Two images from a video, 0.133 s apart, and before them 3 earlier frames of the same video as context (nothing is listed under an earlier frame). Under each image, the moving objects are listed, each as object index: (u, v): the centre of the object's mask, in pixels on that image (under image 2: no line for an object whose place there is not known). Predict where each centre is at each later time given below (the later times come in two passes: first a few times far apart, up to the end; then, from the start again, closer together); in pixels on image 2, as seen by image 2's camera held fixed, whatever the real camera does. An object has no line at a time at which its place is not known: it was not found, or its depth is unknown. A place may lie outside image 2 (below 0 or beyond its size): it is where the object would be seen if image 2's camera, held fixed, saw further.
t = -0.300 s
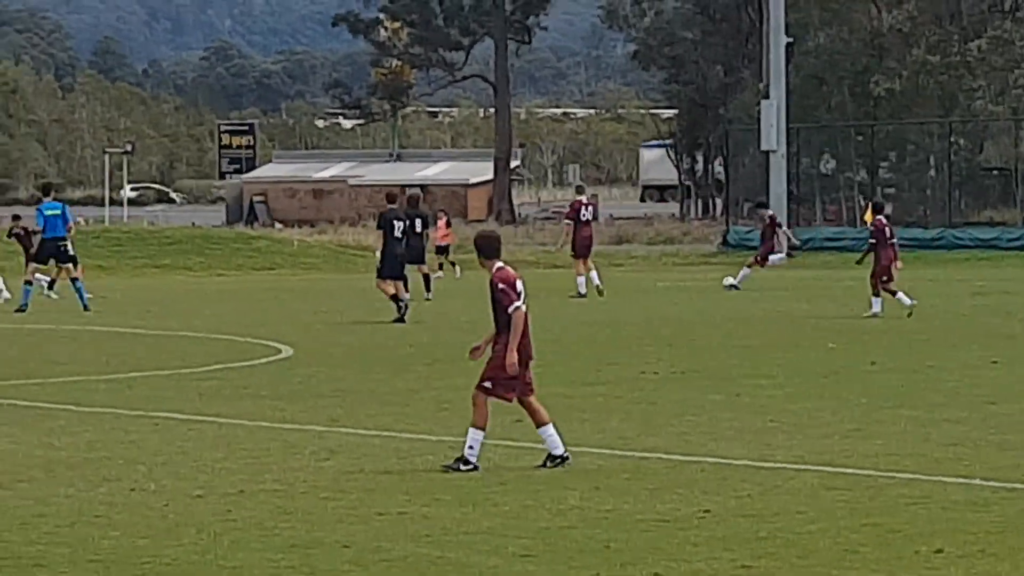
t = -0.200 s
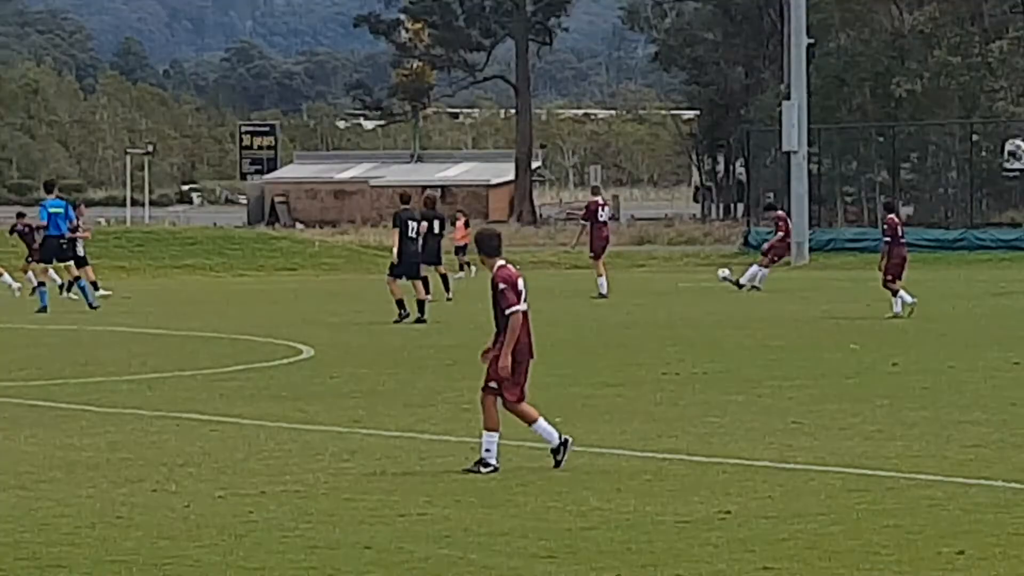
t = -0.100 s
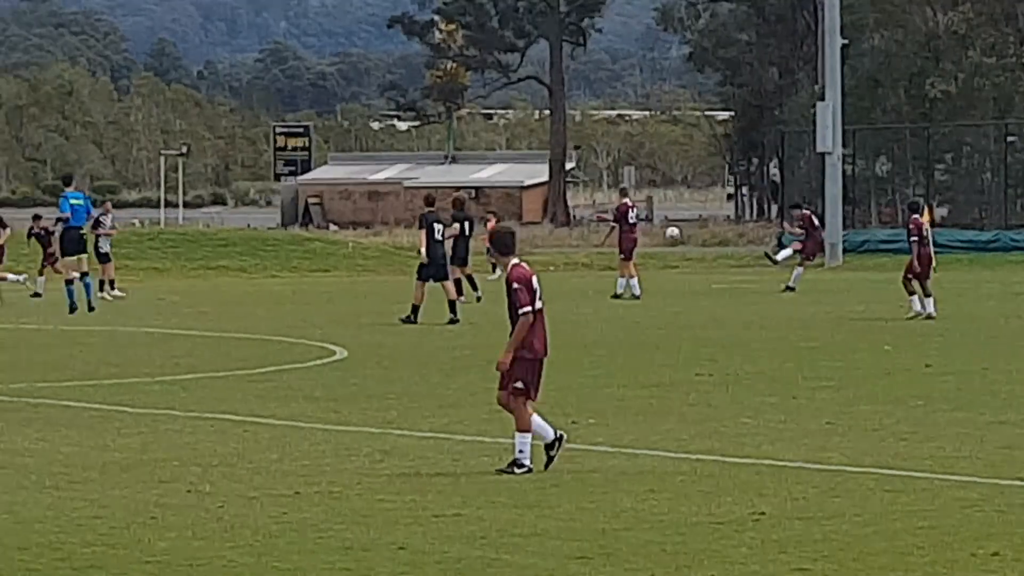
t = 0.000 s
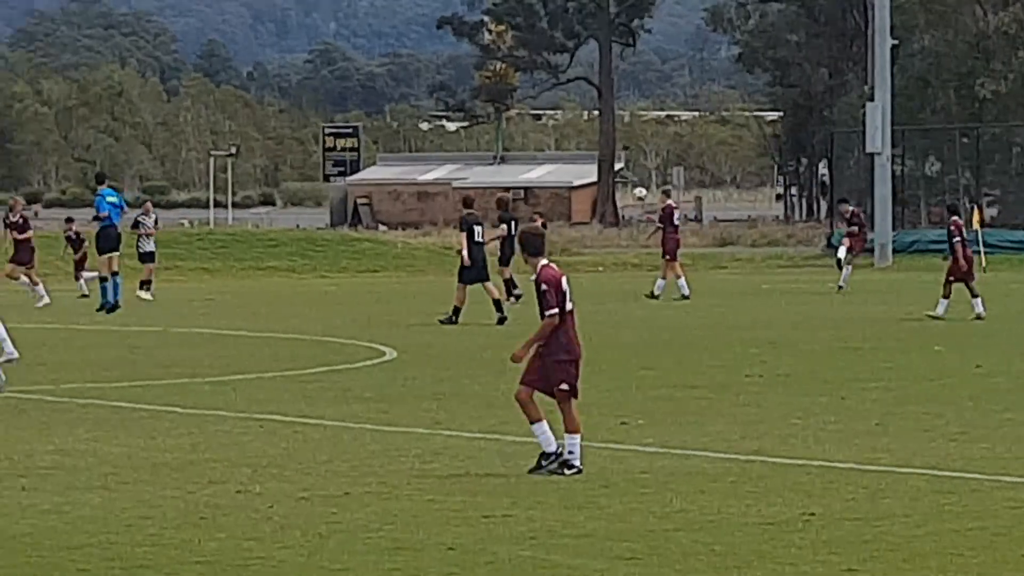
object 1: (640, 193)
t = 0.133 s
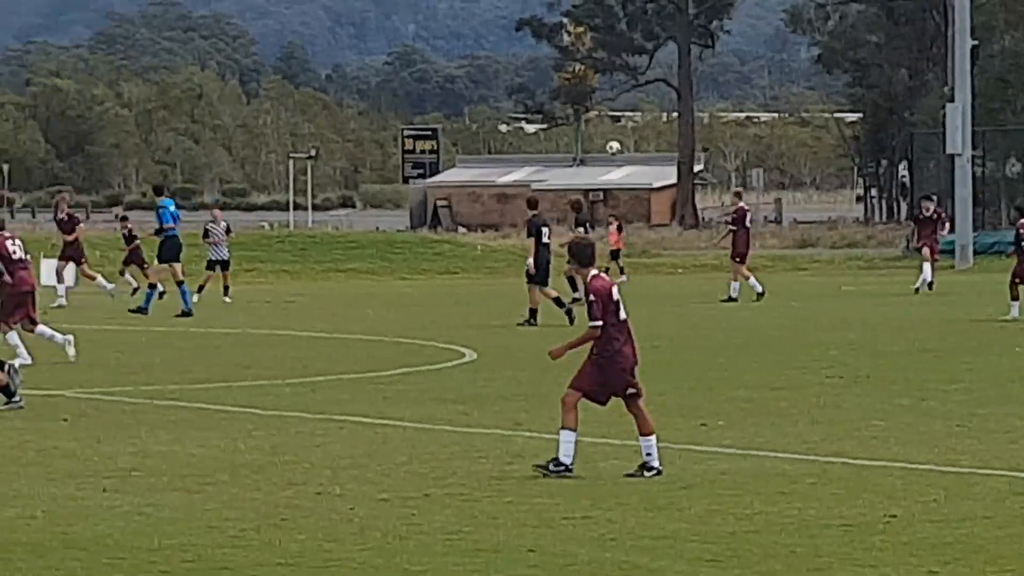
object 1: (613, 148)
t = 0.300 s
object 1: (485, 97)
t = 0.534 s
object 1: (312, 44)
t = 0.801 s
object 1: (117, 12)
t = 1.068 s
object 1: (-82, 20)
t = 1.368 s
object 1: (-322, 85)
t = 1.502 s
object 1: (-435, 138)
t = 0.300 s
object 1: (485, 97)
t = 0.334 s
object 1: (460, 89)
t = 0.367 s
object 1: (435, 80)
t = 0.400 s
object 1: (410, 72)
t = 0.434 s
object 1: (386, 64)
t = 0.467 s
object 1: (361, 57)
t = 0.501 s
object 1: (336, 51)
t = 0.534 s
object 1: (312, 44)
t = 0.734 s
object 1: (166, 17)
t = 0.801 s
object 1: (117, 12)
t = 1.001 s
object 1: (-30, 14)
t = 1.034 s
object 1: (-57, 16)
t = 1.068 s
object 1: (-82, 20)
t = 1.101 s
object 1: (-108, 24)
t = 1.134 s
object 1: (-134, 29)
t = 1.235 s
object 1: (-214, 48)
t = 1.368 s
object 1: (-322, 85)
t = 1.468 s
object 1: (-406, 123)
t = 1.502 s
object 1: (-435, 138)
